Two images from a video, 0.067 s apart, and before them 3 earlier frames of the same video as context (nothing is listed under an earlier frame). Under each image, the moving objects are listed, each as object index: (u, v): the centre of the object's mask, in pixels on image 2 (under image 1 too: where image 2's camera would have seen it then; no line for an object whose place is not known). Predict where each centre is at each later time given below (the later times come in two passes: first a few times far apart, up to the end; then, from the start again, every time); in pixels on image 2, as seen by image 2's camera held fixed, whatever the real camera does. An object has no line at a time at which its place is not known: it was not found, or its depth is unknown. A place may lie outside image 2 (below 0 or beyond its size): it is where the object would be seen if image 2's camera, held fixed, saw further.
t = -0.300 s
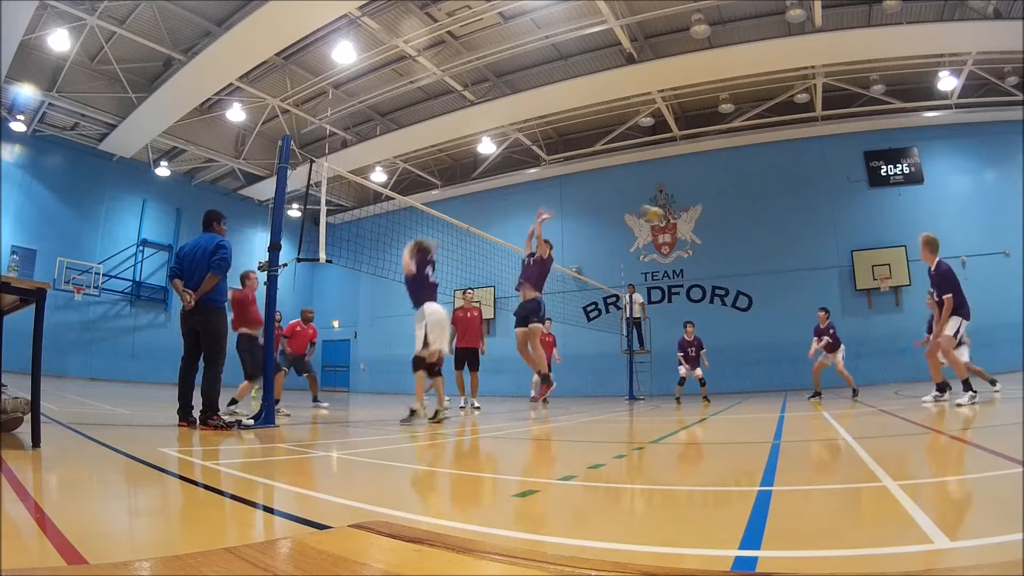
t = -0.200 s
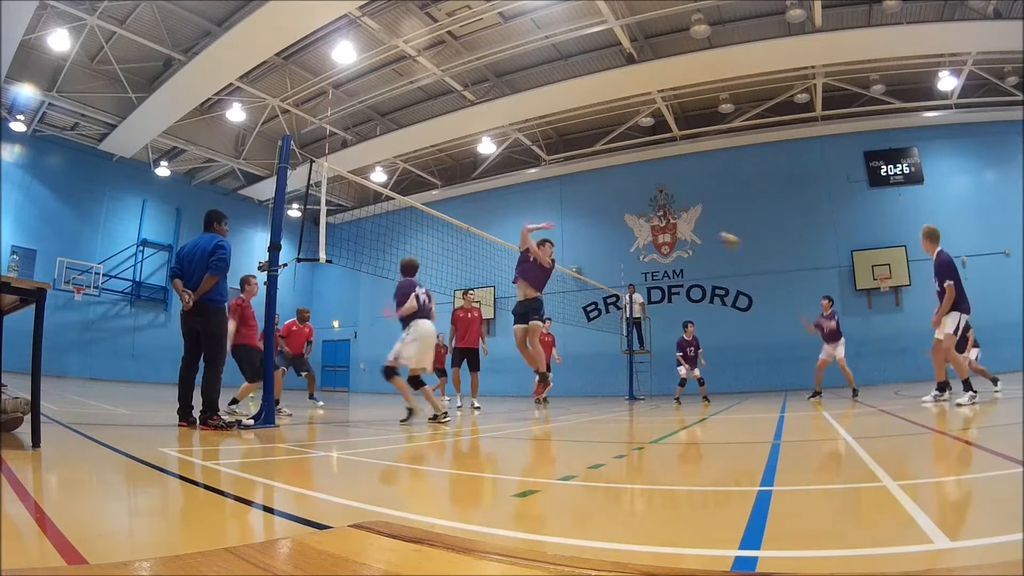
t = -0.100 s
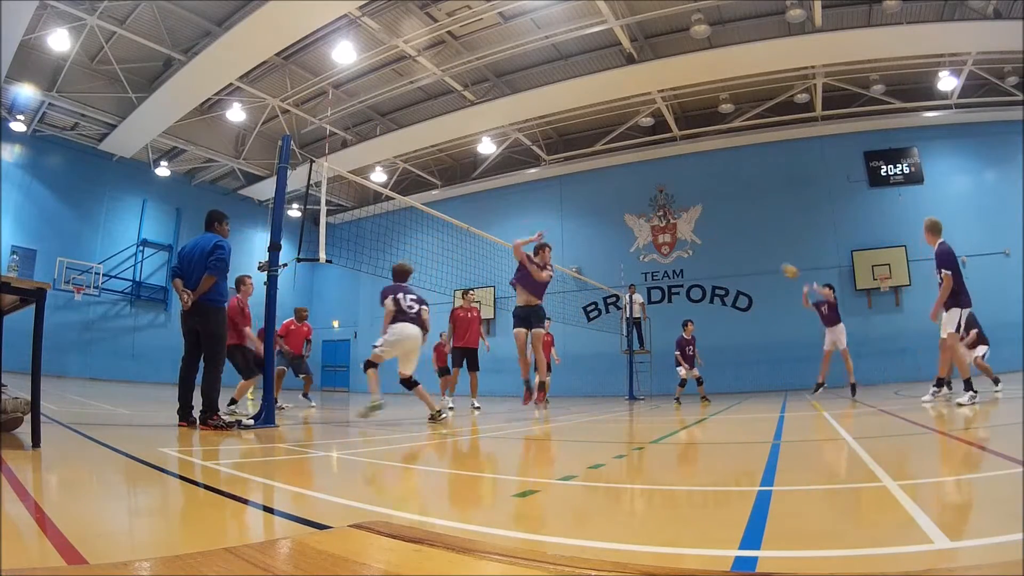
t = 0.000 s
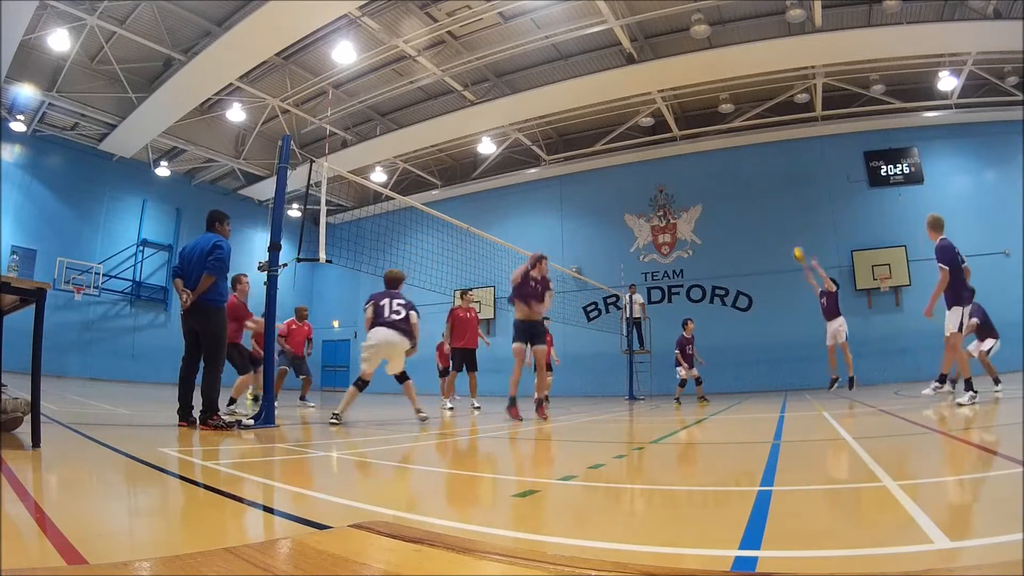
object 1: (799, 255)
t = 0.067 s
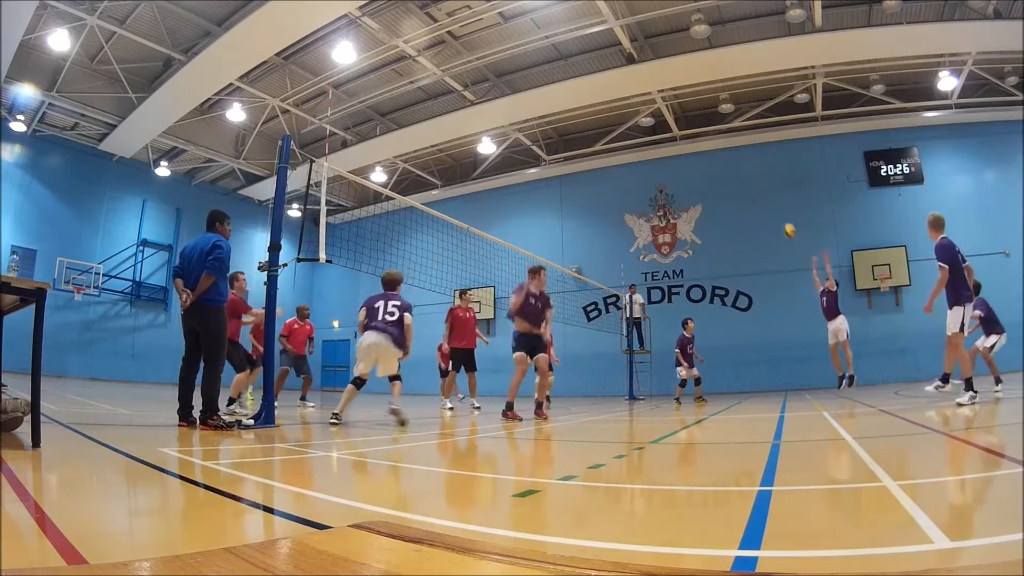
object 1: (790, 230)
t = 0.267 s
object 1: (764, 179)
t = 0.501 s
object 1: (738, 147)
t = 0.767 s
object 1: (713, 146)
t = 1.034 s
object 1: (692, 185)
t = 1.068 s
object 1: (690, 193)
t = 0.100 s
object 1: (785, 220)
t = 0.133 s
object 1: (780, 210)
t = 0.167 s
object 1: (776, 201)
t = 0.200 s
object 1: (772, 193)
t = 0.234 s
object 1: (768, 186)
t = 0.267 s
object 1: (764, 179)
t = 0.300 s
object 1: (760, 172)
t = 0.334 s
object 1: (756, 167)
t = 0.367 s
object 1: (752, 162)
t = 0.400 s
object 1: (748, 157)
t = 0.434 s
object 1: (745, 153)
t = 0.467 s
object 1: (741, 150)
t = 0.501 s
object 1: (738, 147)
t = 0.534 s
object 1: (735, 145)
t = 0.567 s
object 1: (731, 143)
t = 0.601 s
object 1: (728, 142)
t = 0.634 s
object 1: (725, 142)
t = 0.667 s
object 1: (722, 142)
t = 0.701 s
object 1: (719, 143)
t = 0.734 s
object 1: (716, 144)
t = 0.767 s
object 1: (713, 146)
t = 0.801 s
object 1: (710, 149)
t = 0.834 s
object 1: (707, 152)
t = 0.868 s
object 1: (705, 156)
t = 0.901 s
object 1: (702, 161)
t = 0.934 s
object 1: (699, 165)
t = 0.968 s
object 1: (697, 171)
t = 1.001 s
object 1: (694, 178)
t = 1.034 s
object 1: (692, 185)
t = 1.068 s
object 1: (690, 193)
